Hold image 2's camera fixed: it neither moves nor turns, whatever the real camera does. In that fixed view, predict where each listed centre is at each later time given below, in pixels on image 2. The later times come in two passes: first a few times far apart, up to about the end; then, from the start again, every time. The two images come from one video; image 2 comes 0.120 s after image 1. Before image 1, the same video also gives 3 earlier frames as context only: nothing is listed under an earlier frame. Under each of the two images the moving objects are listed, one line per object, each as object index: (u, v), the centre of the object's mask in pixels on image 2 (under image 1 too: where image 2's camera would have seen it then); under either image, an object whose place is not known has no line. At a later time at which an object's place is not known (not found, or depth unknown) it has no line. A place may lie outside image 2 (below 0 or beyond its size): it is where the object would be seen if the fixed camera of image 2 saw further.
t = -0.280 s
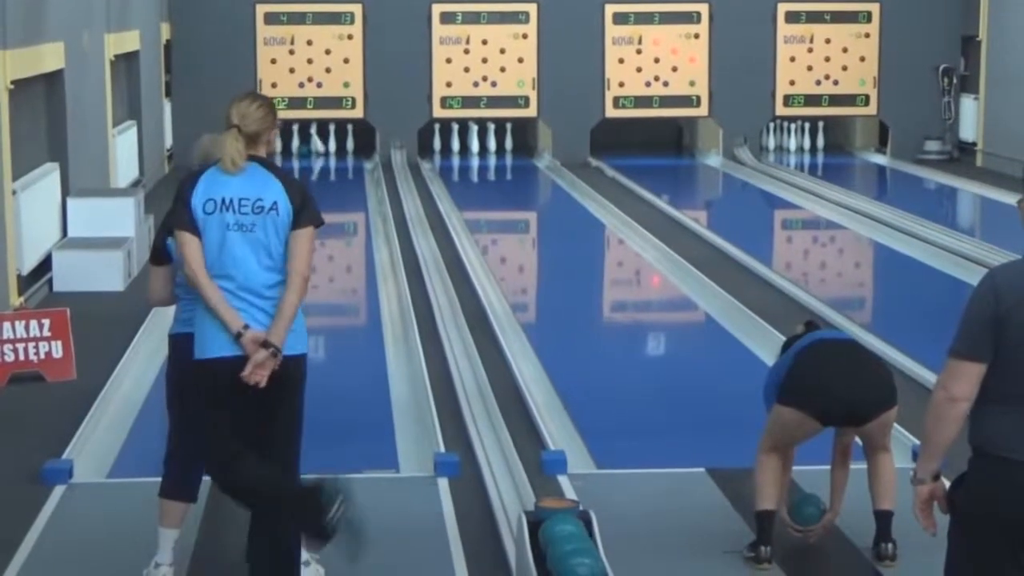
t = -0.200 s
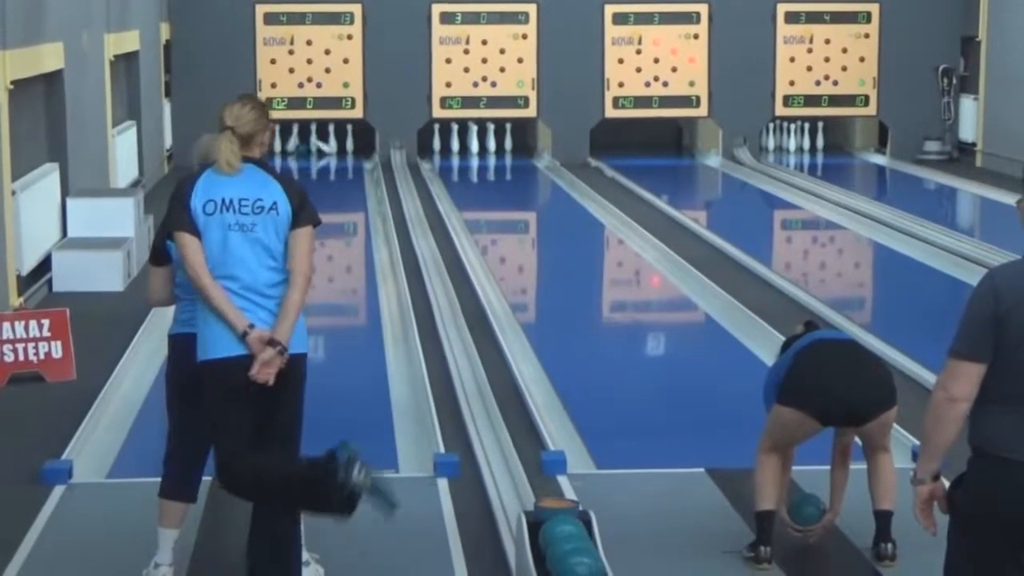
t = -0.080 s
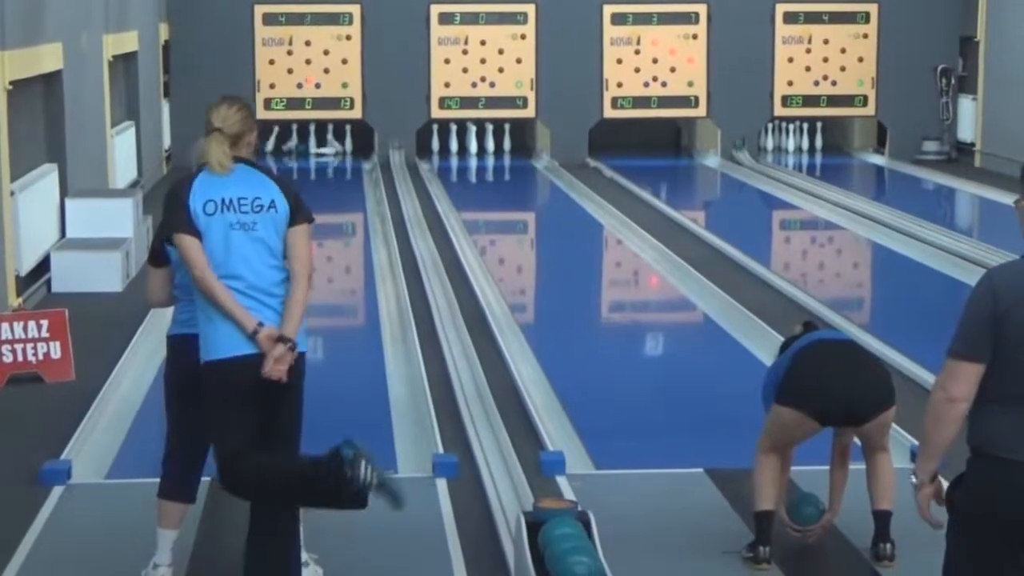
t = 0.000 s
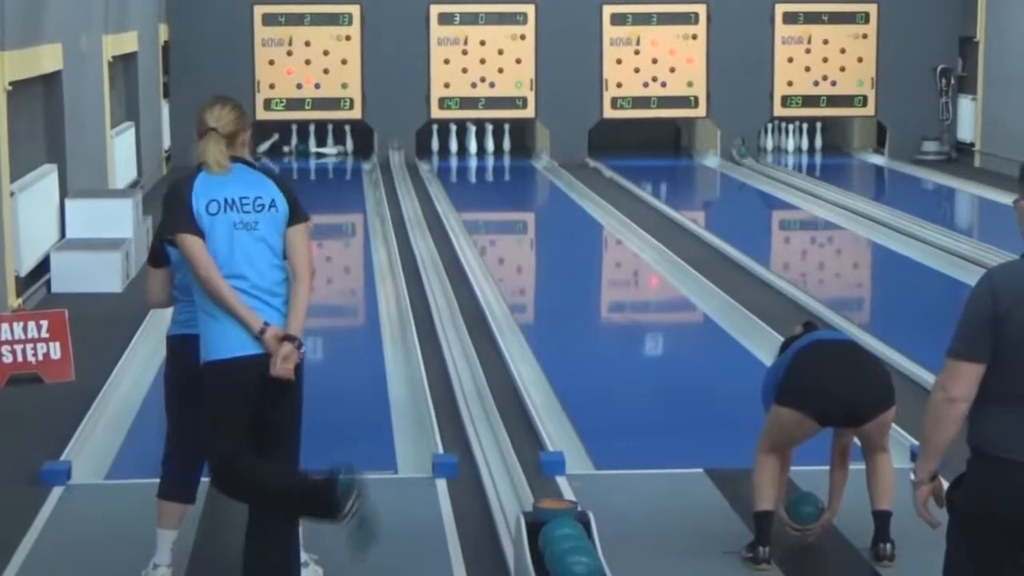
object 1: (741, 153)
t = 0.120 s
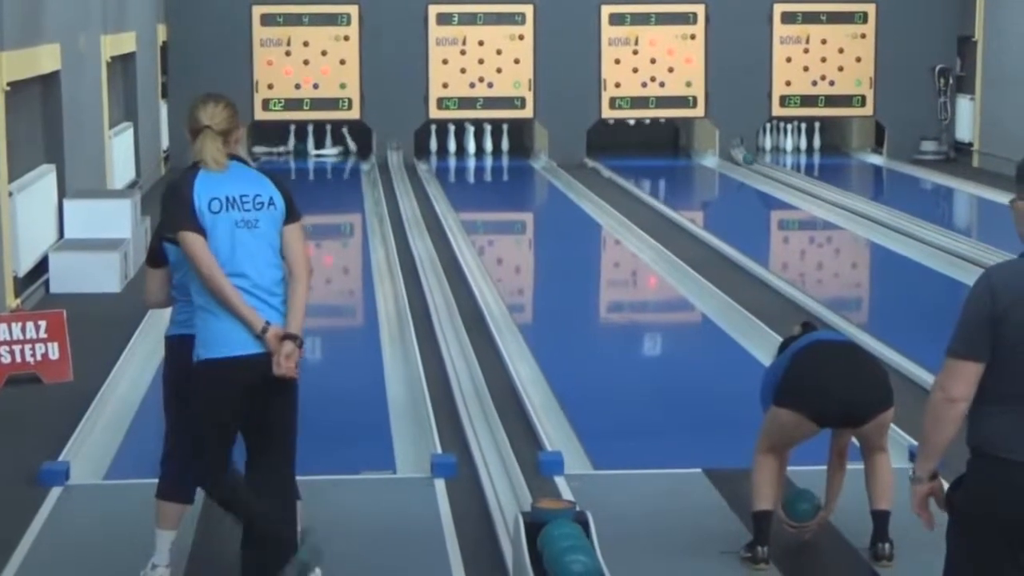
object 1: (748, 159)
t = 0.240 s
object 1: (757, 160)
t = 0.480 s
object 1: (770, 167)
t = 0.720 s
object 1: (789, 174)
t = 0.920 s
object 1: (807, 180)
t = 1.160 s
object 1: (826, 188)
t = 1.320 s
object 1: (840, 193)
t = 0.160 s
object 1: (751, 159)
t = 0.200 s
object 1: (753, 160)
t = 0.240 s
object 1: (757, 160)
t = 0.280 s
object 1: (758, 163)
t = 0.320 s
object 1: (761, 164)
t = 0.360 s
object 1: (765, 165)
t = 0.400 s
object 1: (766, 165)
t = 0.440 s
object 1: (768, 166)
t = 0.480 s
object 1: (770, 167)
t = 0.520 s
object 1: (777, 170)
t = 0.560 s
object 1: (779, 170)
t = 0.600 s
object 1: (782, 171)
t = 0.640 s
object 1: (784, 172)
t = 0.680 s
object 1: (786, 173)
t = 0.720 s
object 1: (789, 174)
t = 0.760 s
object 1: (793, 176)
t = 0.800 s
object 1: (796, 177)
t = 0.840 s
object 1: (801, 178)
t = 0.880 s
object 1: (804, 179)
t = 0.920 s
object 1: (807, 180)
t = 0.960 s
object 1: (810, 181)
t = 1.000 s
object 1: (813, 183)
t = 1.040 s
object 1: (816, 184)
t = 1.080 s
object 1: (819, 185)
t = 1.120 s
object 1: (823, 187)
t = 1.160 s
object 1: (826, 188)
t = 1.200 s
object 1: (830, 189)
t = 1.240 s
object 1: (833, 191)
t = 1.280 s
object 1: (837, 192)
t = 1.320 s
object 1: (840, 193)
